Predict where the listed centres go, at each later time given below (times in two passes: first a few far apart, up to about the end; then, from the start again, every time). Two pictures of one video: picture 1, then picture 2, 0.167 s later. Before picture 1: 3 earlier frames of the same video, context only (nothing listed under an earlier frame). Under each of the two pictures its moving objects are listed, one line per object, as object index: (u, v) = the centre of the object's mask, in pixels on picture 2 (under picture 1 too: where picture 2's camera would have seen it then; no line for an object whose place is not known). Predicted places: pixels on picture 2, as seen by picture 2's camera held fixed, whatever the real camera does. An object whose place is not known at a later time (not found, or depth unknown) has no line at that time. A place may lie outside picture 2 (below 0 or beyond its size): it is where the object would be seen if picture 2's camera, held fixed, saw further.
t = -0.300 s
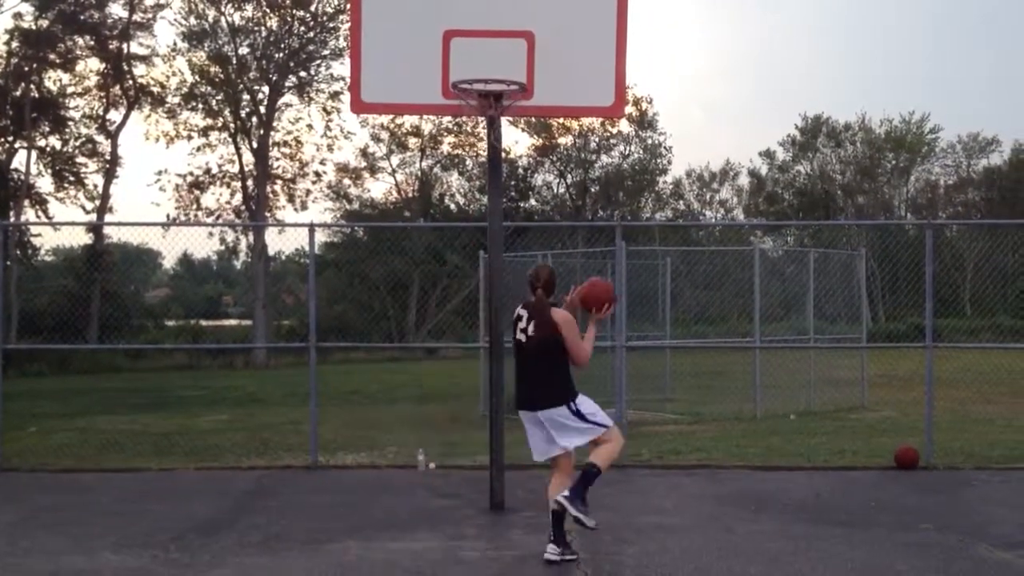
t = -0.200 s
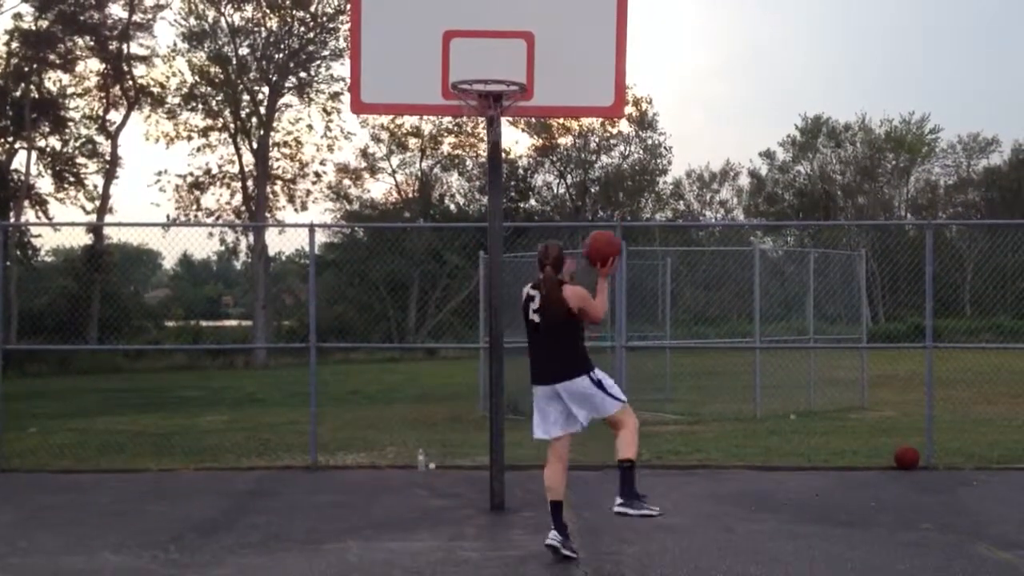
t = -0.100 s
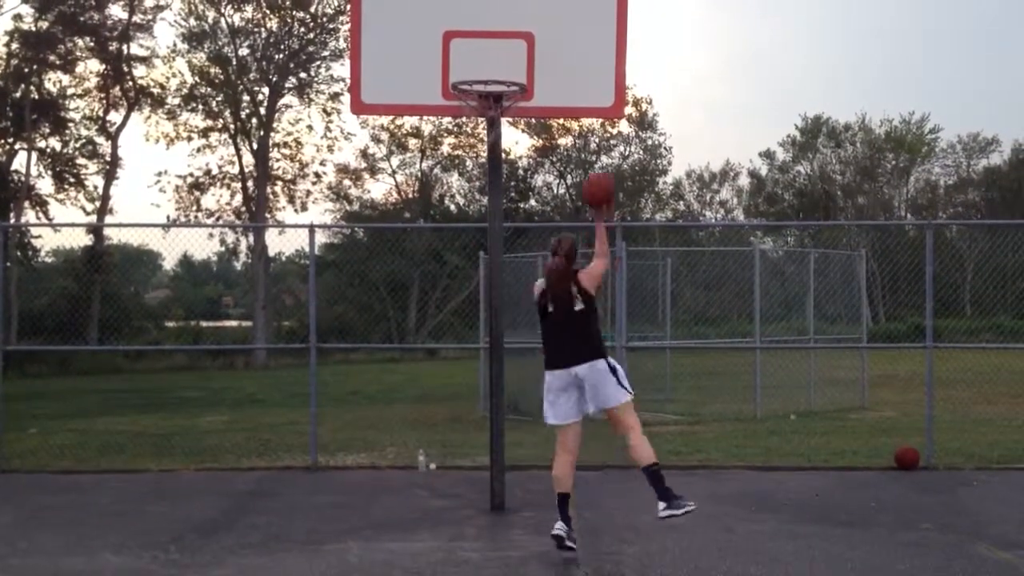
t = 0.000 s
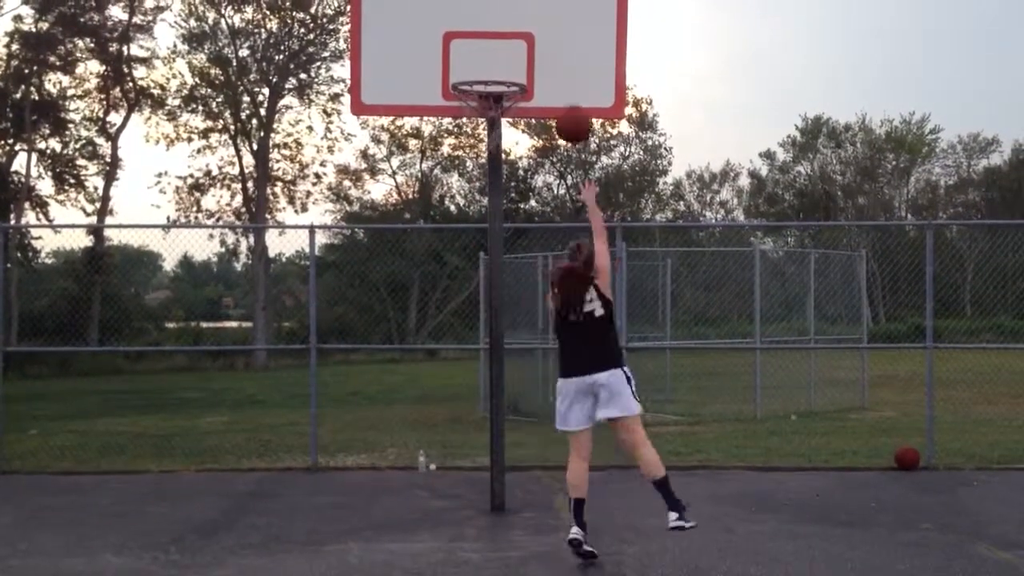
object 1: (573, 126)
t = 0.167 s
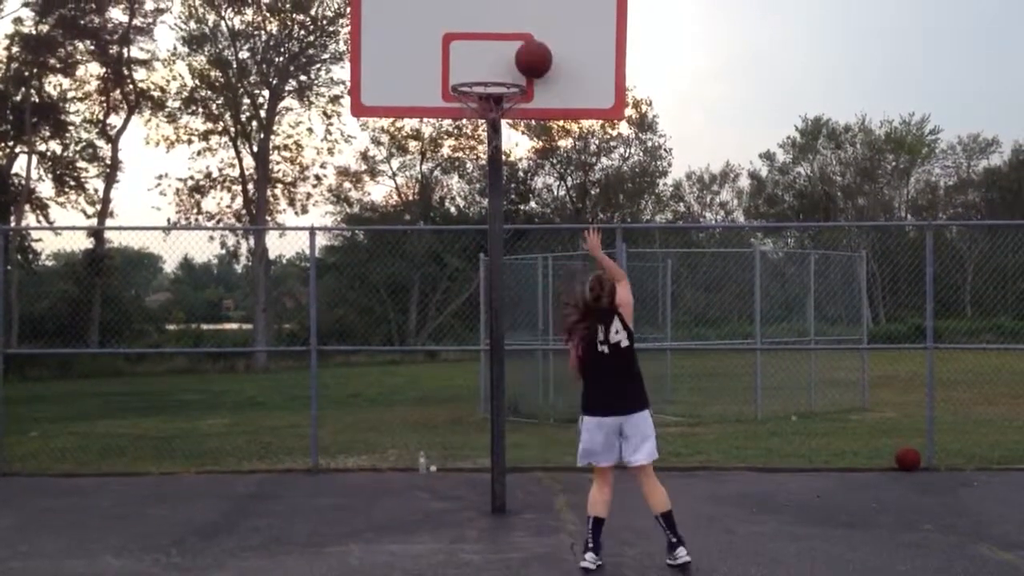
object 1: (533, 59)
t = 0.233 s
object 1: (524, 55)
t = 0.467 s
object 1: (492, 94)
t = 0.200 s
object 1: (528, 57)
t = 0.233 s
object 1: (524, 55)
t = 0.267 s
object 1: (519, 56)
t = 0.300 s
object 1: (515, 58)
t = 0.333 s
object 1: (509, 62)
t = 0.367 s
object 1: (505, 66)
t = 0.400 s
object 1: (500, 73)
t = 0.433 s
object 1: (495, 83)
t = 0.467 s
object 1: (492, 94)
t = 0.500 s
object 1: (486, 105)
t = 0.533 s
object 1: (482, 117)
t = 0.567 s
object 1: (477, 132)
